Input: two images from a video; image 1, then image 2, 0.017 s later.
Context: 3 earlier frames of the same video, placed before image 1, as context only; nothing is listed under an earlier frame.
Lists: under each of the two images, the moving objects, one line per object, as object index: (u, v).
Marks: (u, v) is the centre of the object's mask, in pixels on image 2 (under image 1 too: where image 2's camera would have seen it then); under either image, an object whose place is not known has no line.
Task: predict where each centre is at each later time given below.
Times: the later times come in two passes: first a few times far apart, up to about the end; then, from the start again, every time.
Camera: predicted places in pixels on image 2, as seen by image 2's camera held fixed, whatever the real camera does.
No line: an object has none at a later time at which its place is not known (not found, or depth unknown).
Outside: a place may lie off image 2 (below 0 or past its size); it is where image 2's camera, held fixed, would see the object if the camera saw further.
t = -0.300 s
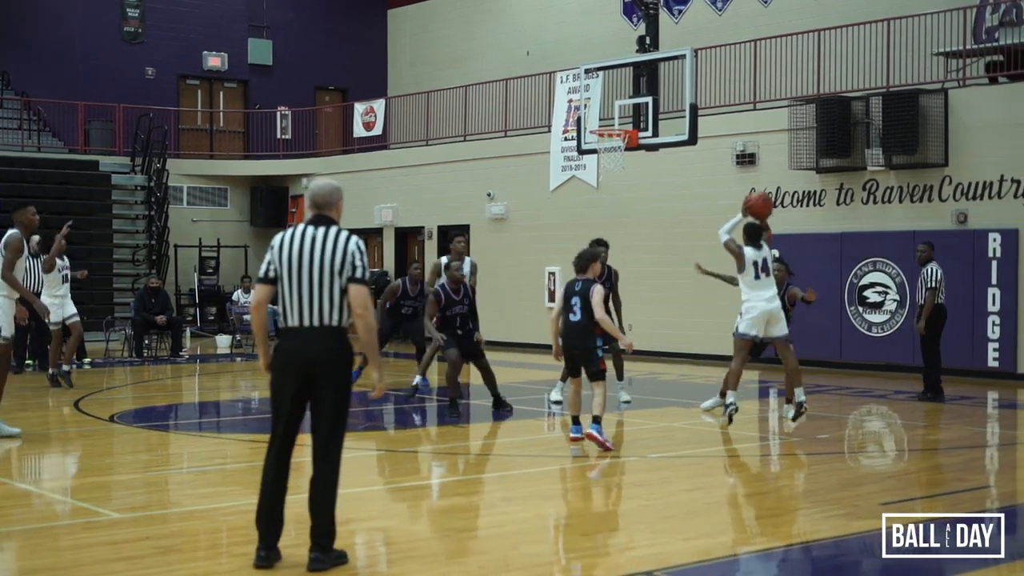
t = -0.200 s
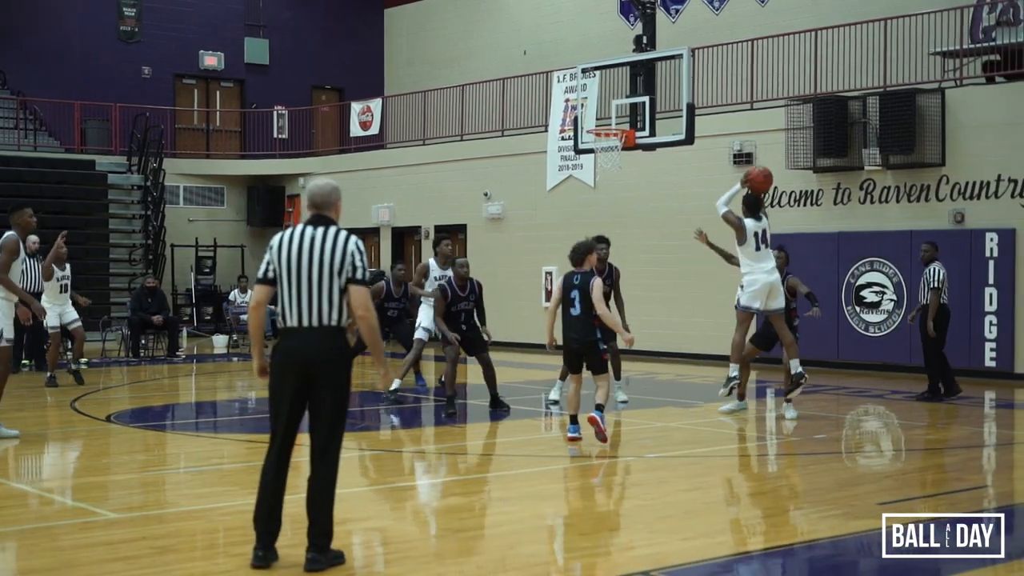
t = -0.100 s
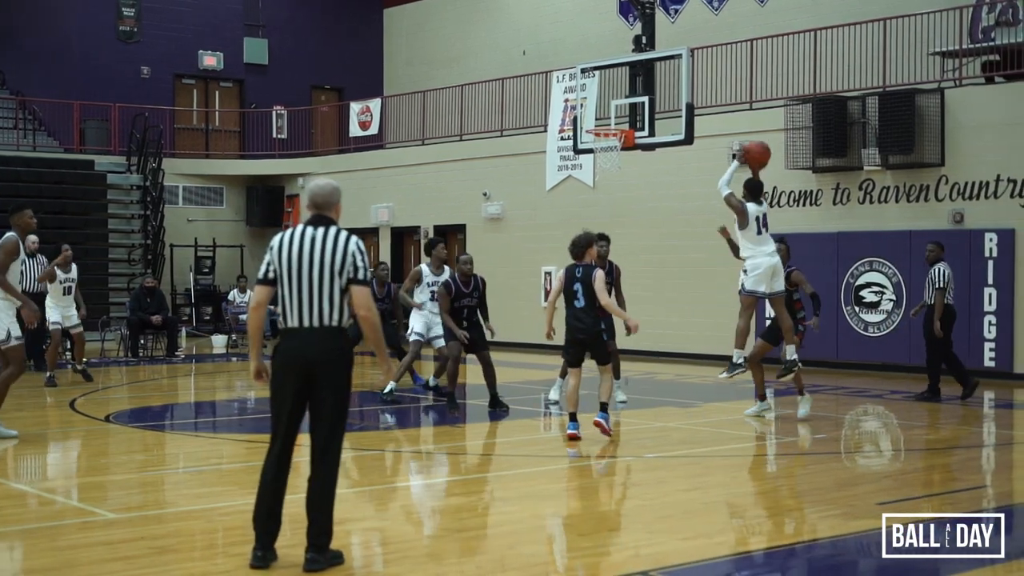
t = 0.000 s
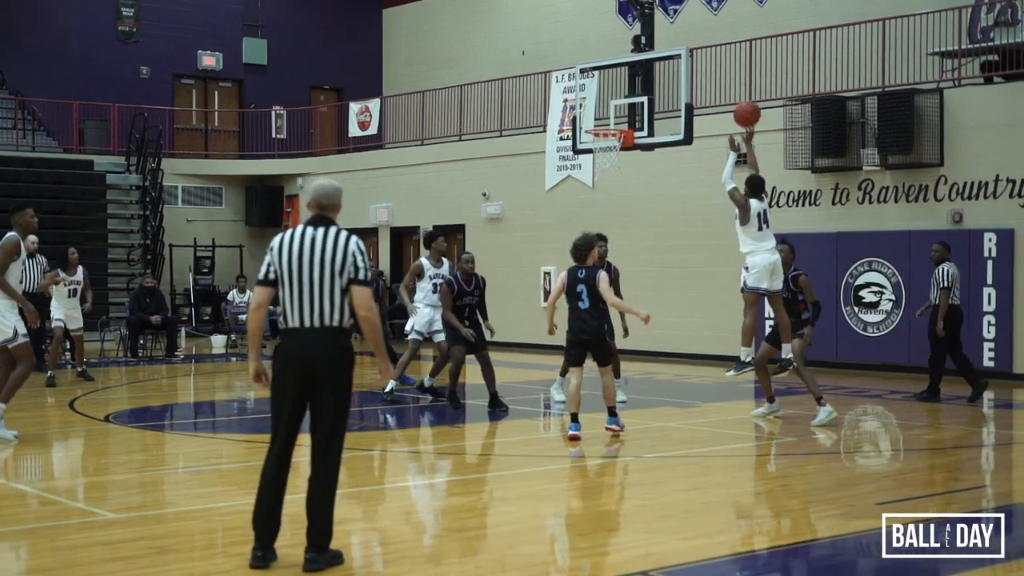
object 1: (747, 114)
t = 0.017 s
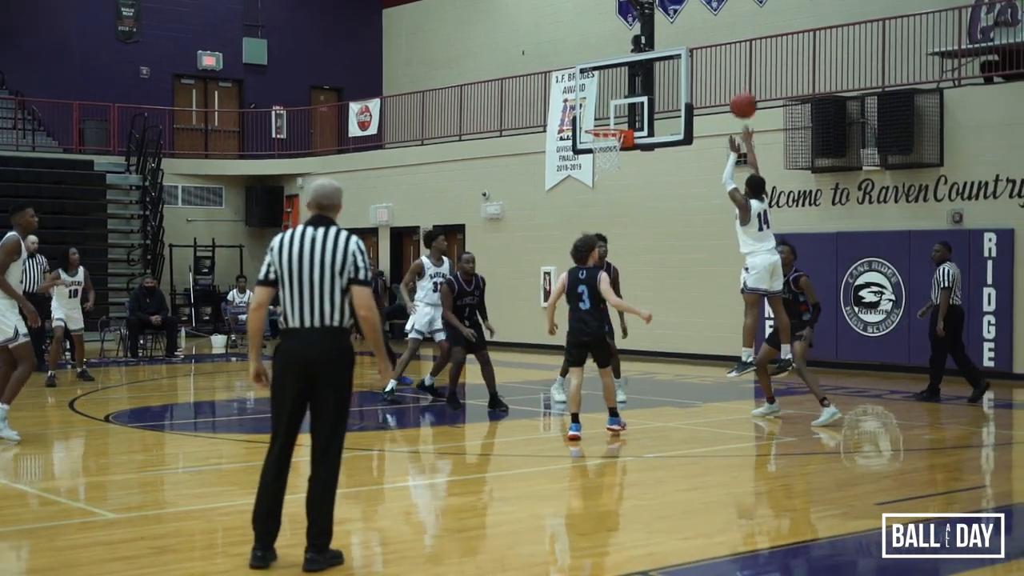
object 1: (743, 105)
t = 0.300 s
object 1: (692, 17)
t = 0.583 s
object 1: (649, 16)
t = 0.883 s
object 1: (611, 92)
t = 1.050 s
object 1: (605, 153)
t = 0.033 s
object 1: (740, 97)
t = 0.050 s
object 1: (737, 90)
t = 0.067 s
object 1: (733, 82)
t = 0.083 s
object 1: (730, 75)
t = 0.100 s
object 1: (728, 69)
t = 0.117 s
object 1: (724, 63)
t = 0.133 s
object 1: (721, 56)
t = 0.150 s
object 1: (718, 51)
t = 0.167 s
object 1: (715, 46)
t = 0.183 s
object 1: (712, 41)
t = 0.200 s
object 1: (709, 37)
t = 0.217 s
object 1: (706, 32)
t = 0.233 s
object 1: (703, 29)
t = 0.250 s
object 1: (700, 25)
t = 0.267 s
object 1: (697, 23)
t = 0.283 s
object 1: (694, 20)
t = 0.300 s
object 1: (692, 17)
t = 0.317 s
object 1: (689, 15)
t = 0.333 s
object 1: (687, 13)
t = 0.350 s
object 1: (684, 11)
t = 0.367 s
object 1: (681, 10)
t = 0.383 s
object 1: (679, 9)
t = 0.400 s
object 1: (676, 9)
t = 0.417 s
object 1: (673, 9)
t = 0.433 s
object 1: (671, 9)
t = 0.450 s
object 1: (669, 9)
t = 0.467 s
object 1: (666, 9)
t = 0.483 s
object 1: (663, 9)
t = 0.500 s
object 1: (661, 10)
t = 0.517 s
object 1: (659, 11)
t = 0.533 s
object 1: (655, 12)
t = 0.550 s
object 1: (654, 14)
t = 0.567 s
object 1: (651, 15)
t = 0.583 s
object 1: (649, 16)
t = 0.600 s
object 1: (647, 19)
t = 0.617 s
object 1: (644, 22)
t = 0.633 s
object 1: (642, 25)
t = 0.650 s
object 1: (641, 28)
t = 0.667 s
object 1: (638, 30)
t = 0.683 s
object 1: (636, 34)
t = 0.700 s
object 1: (633, 38)
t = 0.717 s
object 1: (631, 42)
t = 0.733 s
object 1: (630, 46)
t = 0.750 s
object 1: (628, 50)
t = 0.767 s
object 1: (625, 54)
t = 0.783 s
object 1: (624, 59)
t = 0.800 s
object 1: (622, 64)
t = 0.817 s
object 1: (620, 69)
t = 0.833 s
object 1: (618, 74)
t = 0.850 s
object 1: (616, 80)
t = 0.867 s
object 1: (614, 86)
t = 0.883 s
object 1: (611, 92)
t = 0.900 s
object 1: (610, 97)
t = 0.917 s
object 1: (609, 103)
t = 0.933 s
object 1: (606, 110)
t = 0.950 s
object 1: (604, 116)
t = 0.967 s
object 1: (603, 122)
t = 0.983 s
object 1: (601, 129)
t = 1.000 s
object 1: (600, 136)
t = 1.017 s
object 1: (598, 139)
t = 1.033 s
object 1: (604, 146)
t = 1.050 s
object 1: (605, 153)
